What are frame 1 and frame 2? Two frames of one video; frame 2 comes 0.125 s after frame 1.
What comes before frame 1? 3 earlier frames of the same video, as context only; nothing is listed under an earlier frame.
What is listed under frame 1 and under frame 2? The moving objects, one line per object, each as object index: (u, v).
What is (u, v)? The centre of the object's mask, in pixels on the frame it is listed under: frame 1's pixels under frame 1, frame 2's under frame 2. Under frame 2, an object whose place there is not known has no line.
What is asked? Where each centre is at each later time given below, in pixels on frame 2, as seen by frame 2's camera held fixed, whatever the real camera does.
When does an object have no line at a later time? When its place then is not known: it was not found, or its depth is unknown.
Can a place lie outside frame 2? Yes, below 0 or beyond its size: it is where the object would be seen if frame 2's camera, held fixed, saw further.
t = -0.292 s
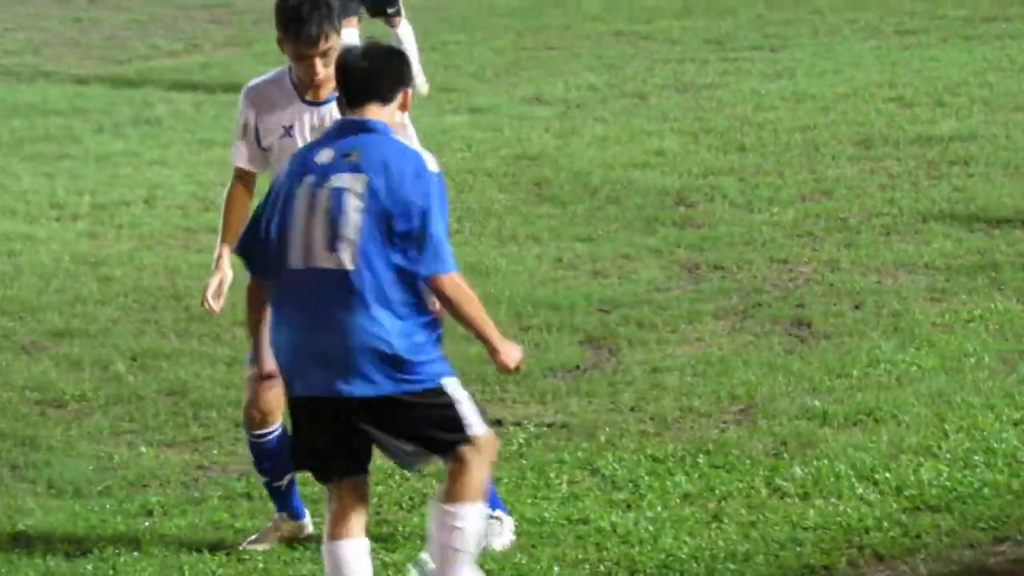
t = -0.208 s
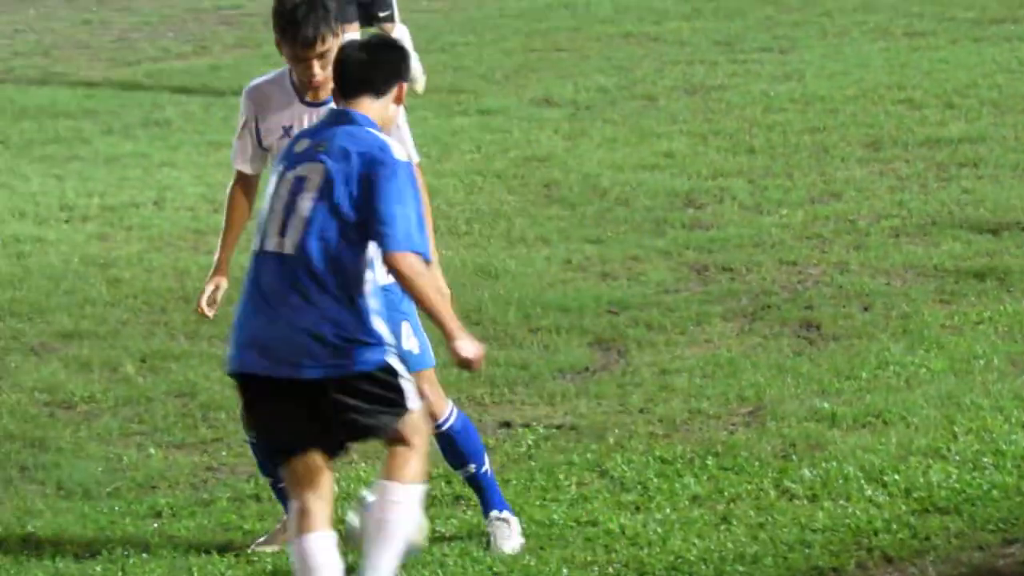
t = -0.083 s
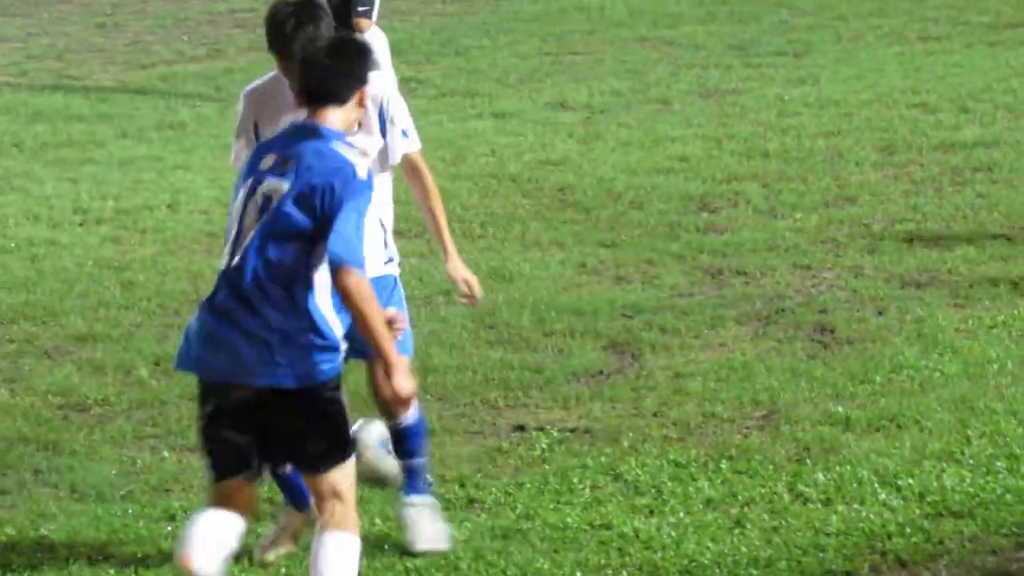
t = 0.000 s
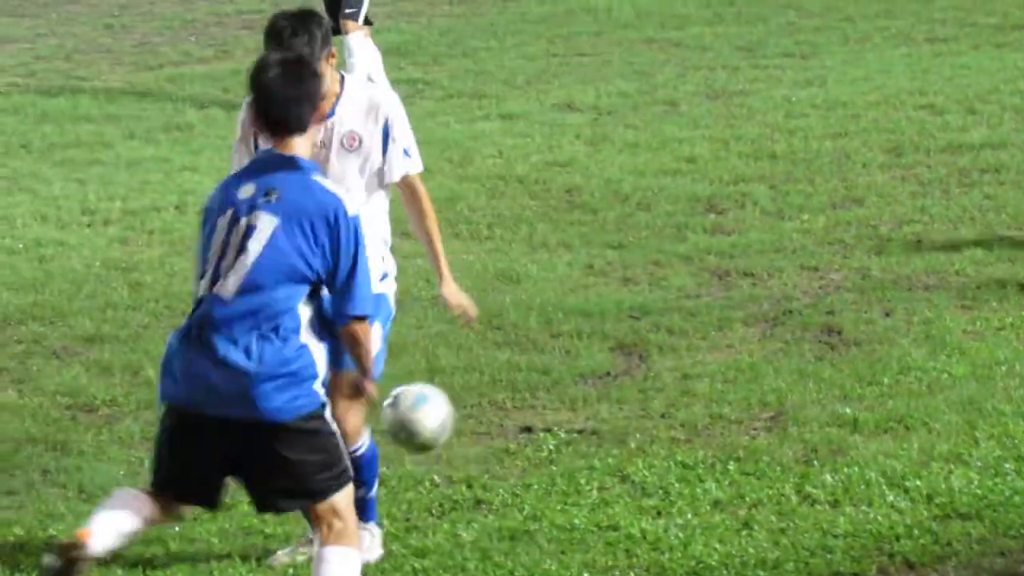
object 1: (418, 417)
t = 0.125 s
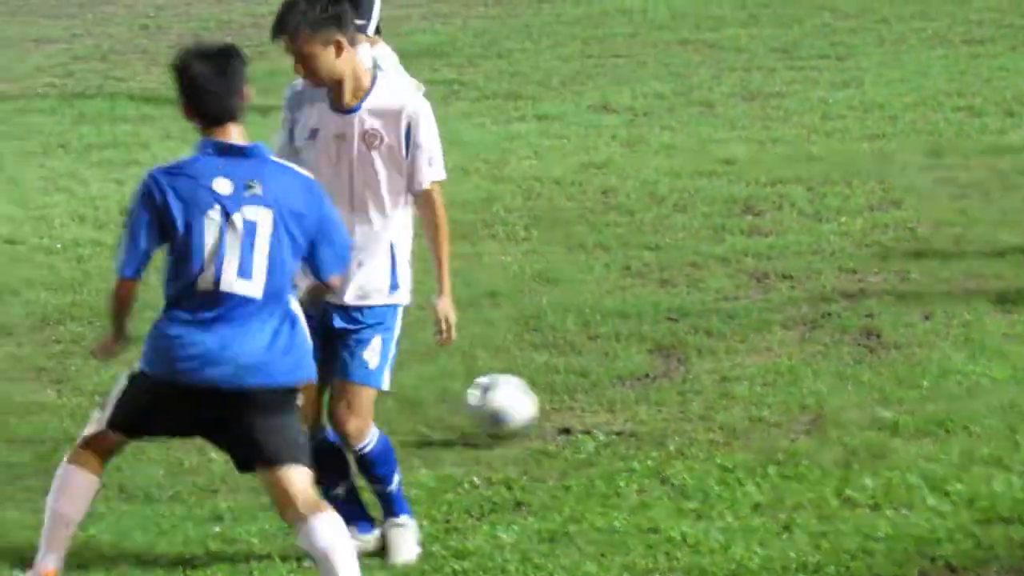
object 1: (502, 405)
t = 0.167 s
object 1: (515, 401)
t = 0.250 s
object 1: (541, 364)
